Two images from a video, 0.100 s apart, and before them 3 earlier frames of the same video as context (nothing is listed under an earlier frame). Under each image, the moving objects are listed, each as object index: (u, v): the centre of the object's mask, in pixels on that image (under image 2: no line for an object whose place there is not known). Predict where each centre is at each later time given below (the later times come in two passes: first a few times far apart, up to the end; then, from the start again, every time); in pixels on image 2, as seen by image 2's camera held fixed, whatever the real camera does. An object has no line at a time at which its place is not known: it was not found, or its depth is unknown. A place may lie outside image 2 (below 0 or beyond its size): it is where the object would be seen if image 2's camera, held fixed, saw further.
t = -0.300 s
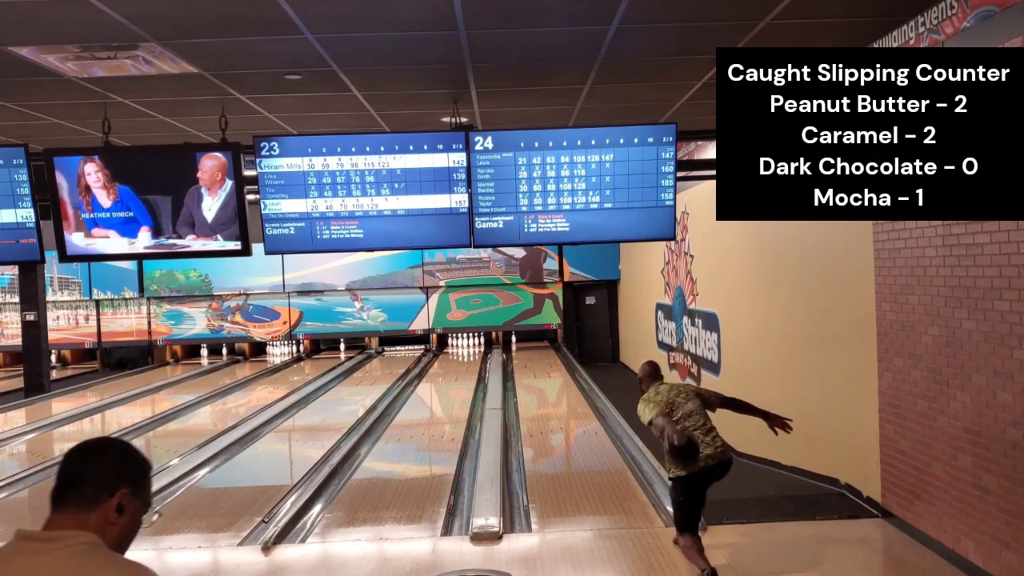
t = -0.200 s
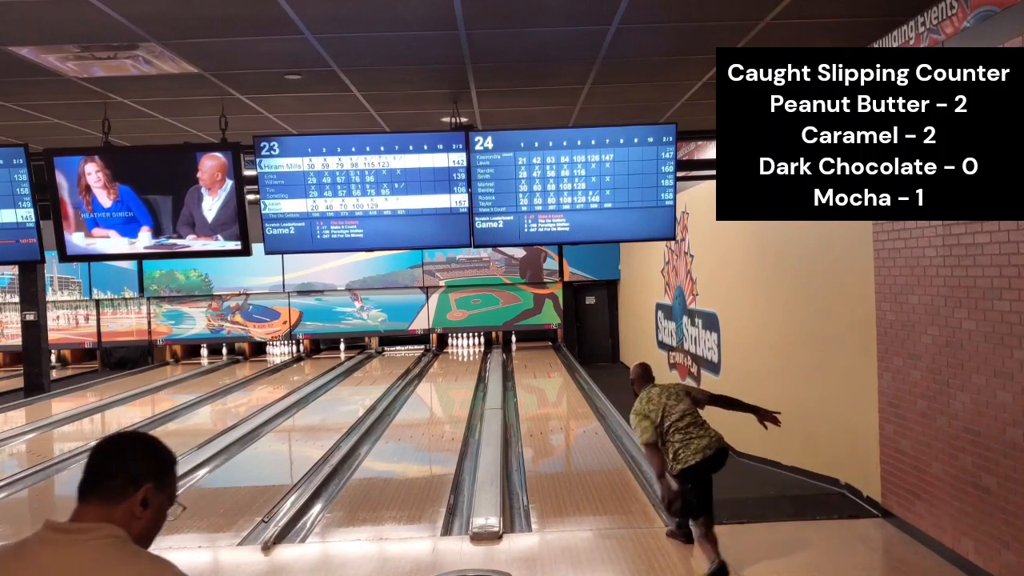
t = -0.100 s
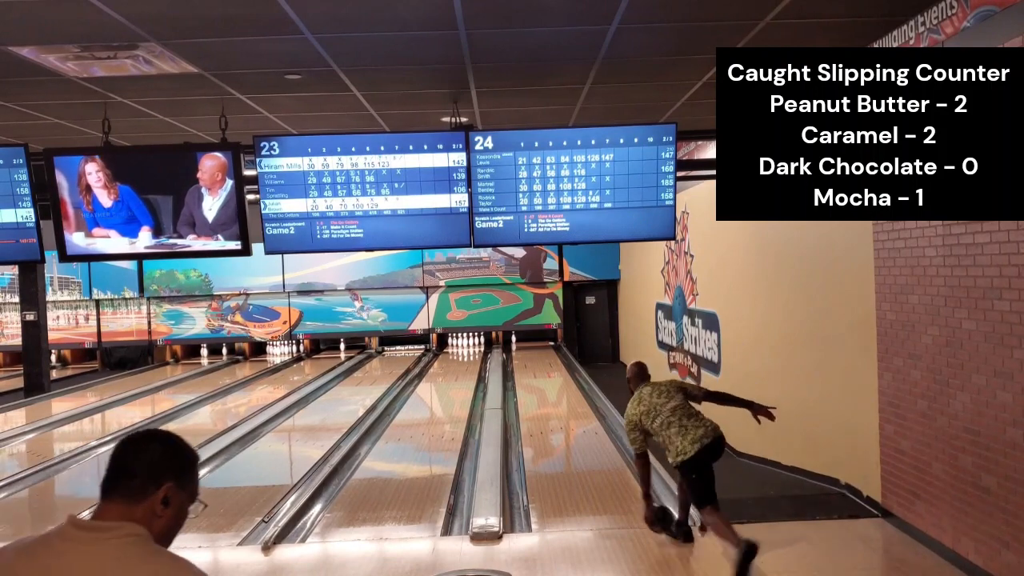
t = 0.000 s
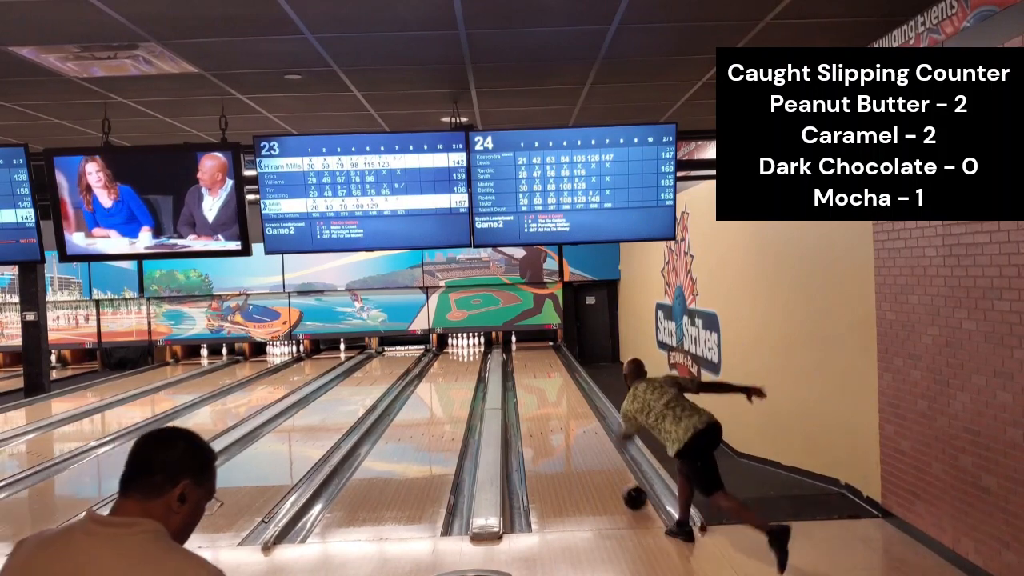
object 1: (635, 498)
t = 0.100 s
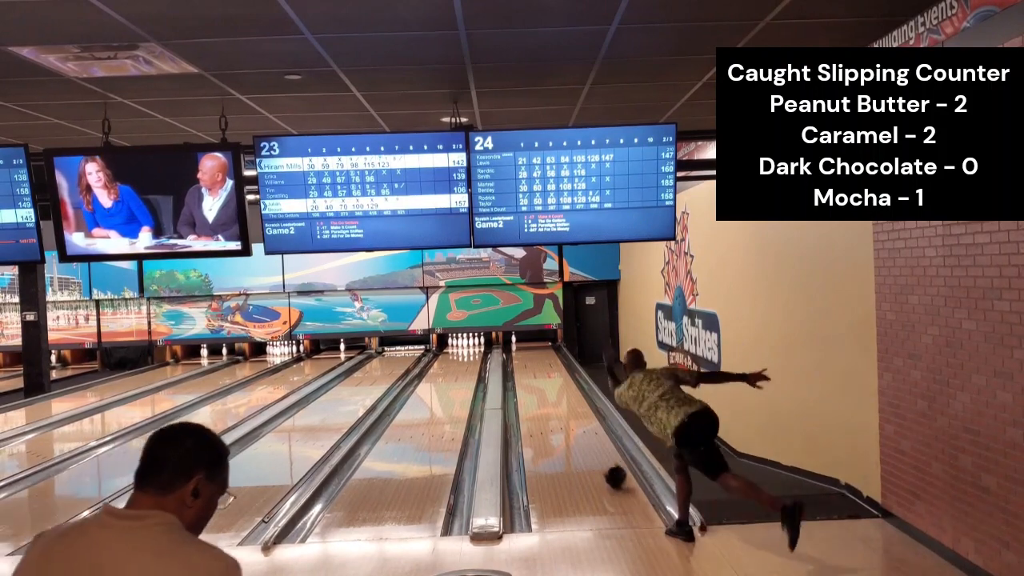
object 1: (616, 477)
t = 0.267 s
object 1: (590, 446)
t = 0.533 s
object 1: (563, 412)
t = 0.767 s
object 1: (544, 389)
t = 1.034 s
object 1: (532, 373)
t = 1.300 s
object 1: (522, 361)
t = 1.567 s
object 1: (515, 351)
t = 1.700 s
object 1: (513, 347)
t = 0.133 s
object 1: (610, 470)
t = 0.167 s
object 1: (604, 463)
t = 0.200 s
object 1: (599, 457)
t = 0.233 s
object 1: (595, 451)
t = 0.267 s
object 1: (590, 446)
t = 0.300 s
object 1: (586, 440)
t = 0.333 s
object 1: (582, 436)
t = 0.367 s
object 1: (578, 431)
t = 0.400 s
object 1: (575, 427)
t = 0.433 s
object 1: (571, 423)
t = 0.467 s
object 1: (569, 419)
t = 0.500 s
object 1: (566, 415)
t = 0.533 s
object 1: (563, 412)
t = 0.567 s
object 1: (560, 409)
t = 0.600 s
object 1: (557, 405)
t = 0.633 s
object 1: (555, 402)
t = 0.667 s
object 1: (553, 399)
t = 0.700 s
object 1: (550, 397)
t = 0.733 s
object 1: (546, 392)
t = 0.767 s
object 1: (544, 389)
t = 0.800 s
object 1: (542, 387)
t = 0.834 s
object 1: (541, 384)
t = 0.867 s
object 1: (539, 382)
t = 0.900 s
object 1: (537, 380)
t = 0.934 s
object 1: (536, 378)
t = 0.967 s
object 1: (534, 376)
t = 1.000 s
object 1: (533, 375)
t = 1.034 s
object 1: (532, 373)
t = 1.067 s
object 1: (530, 371)
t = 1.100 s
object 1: (529, 370)
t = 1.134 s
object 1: (528, 368)
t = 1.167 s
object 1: (527, 367)
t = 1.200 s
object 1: (525, 365)
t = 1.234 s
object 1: (524, 364)
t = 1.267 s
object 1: (523, 362)
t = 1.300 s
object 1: (522, 361)
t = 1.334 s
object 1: (521, 360)
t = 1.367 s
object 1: (521, 358)
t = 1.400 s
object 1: (519, 356)
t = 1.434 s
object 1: (518, 355)
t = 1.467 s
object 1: (518, 355)
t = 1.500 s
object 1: (517, 354)
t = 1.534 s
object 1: (516, 352)
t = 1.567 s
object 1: (515, 351)
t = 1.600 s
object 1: (515, 350)
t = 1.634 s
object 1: (514, 349)
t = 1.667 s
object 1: (514, 348)
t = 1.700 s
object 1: (513, 347)
